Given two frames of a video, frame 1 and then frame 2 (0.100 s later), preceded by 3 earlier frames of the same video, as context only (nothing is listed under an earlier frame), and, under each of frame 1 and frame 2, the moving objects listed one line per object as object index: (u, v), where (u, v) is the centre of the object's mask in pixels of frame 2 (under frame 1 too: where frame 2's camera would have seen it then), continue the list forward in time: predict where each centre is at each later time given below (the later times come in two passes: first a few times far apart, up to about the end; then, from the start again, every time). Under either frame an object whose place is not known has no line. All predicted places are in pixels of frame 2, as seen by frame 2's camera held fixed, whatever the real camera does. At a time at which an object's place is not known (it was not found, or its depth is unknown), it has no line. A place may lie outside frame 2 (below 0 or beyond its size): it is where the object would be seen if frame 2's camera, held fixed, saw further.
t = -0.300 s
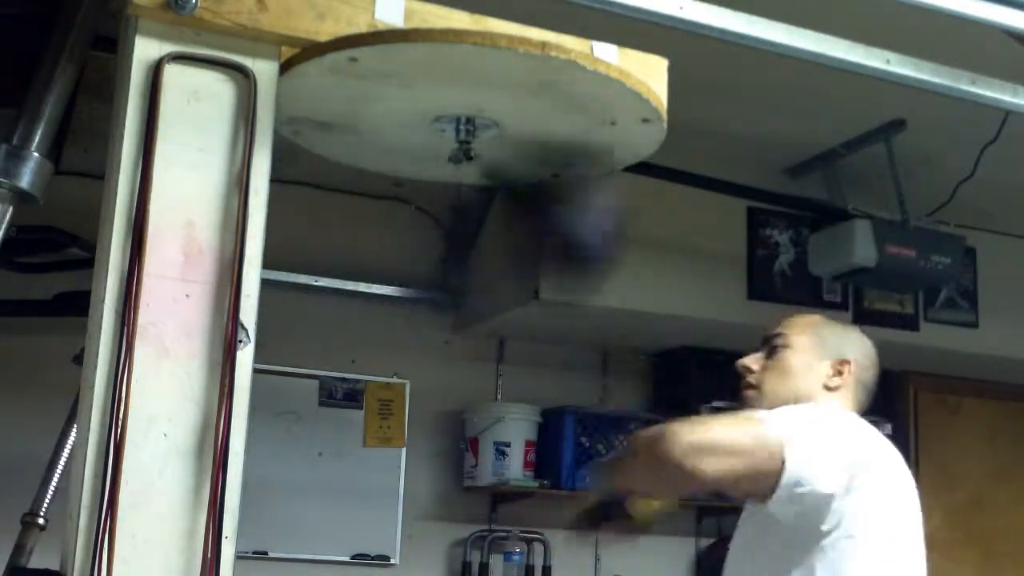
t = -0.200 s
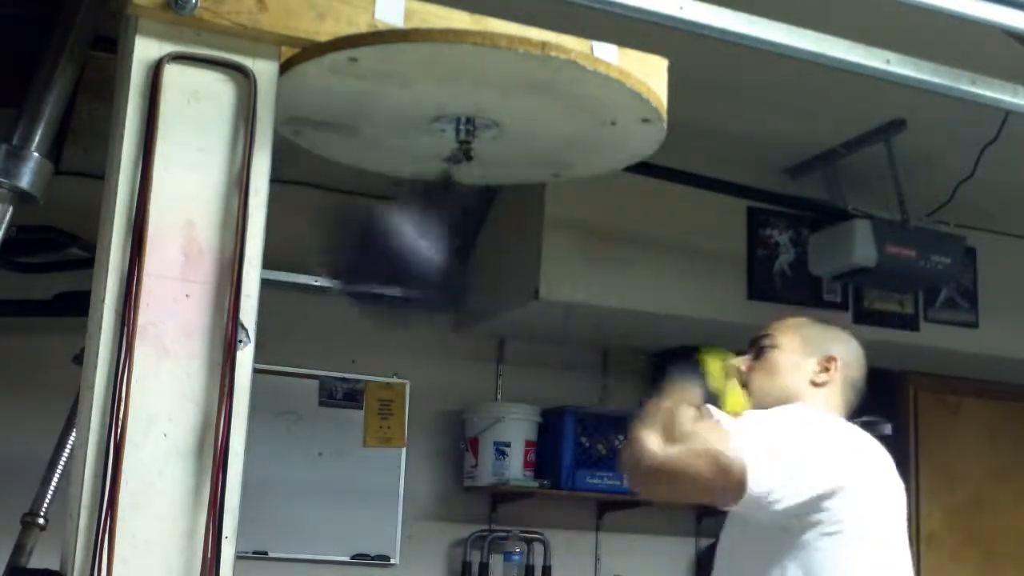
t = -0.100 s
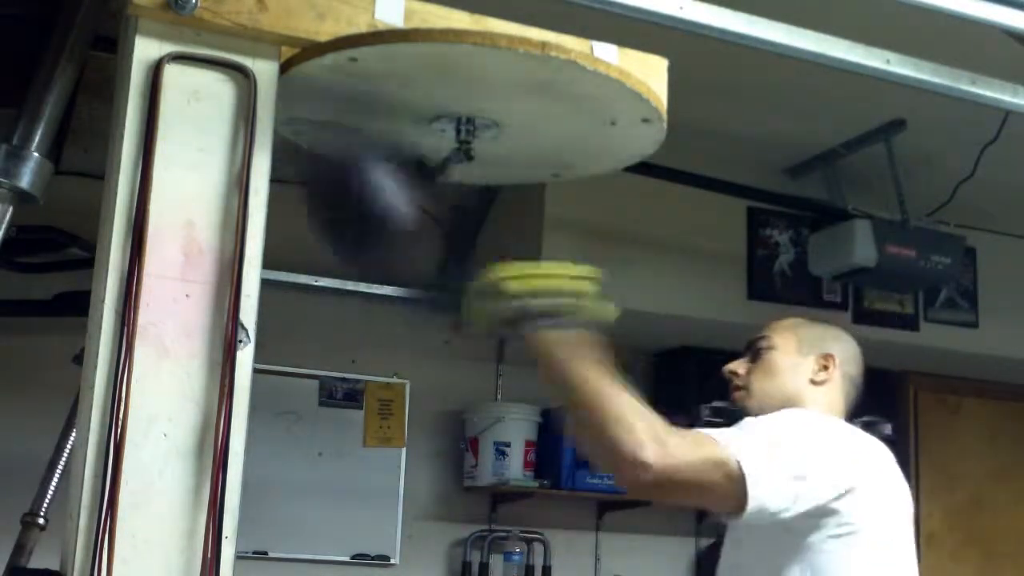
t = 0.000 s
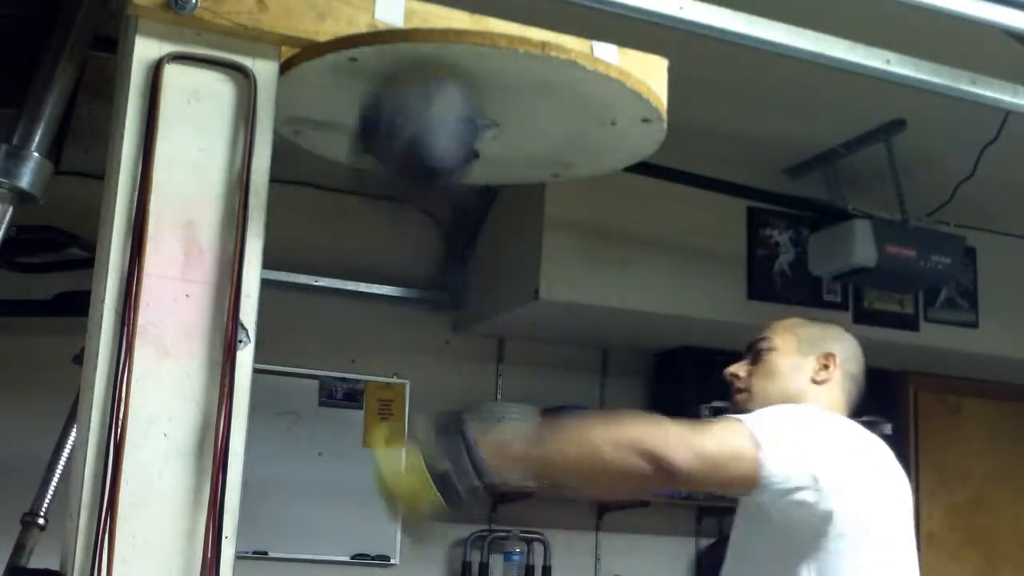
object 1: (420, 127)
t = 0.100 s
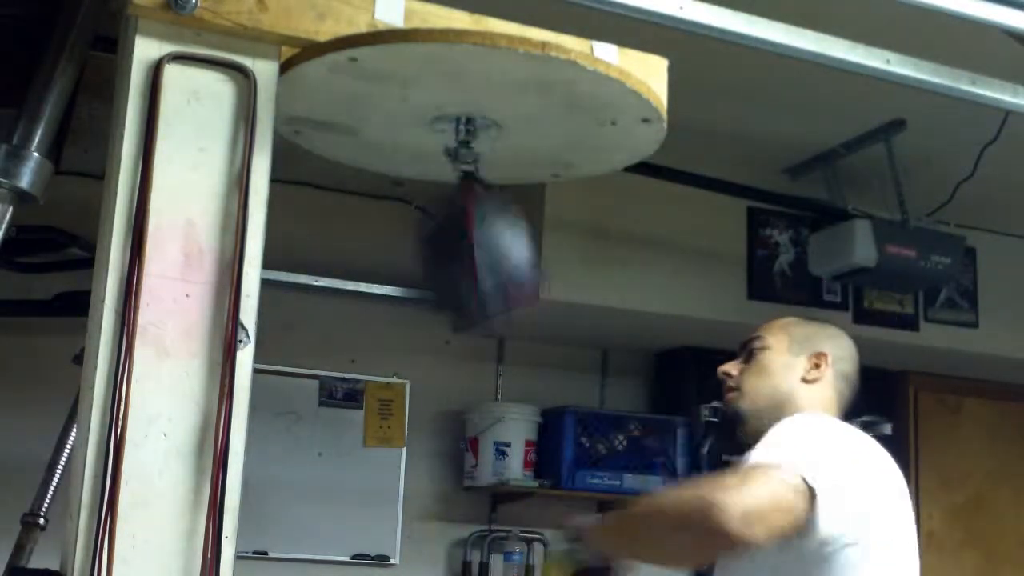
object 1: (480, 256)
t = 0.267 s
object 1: (486, 211)
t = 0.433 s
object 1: (448, 283)
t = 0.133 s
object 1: (494, 275)
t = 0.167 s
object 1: (498, 274)
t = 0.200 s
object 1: (496, 260)
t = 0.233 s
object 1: (491, 244)
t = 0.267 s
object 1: (486, 211)
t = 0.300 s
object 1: (473, 229)
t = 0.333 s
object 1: (467, 254)
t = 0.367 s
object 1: (460, 275)
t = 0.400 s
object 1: (454, 285)
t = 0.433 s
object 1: (448, 283)
